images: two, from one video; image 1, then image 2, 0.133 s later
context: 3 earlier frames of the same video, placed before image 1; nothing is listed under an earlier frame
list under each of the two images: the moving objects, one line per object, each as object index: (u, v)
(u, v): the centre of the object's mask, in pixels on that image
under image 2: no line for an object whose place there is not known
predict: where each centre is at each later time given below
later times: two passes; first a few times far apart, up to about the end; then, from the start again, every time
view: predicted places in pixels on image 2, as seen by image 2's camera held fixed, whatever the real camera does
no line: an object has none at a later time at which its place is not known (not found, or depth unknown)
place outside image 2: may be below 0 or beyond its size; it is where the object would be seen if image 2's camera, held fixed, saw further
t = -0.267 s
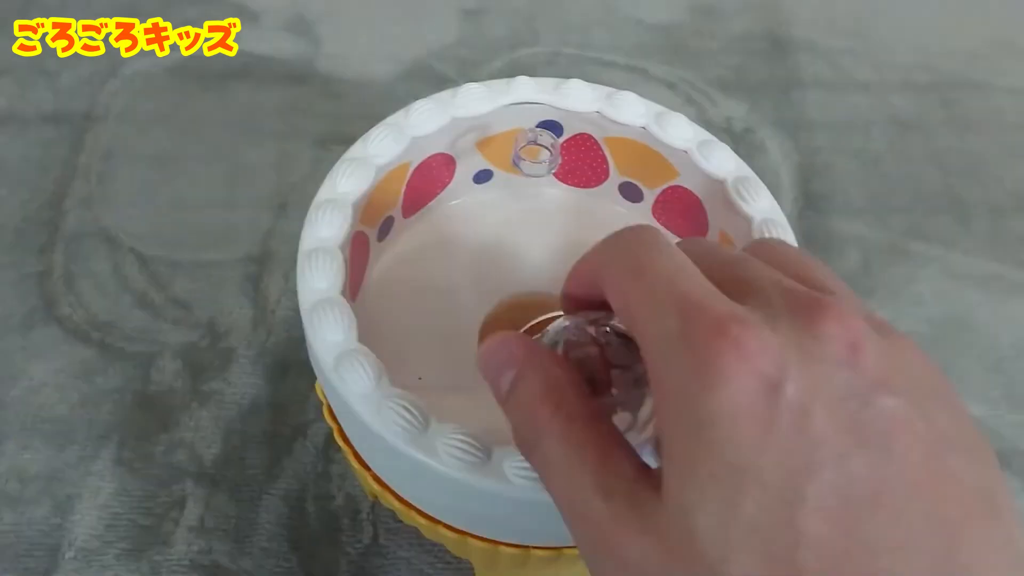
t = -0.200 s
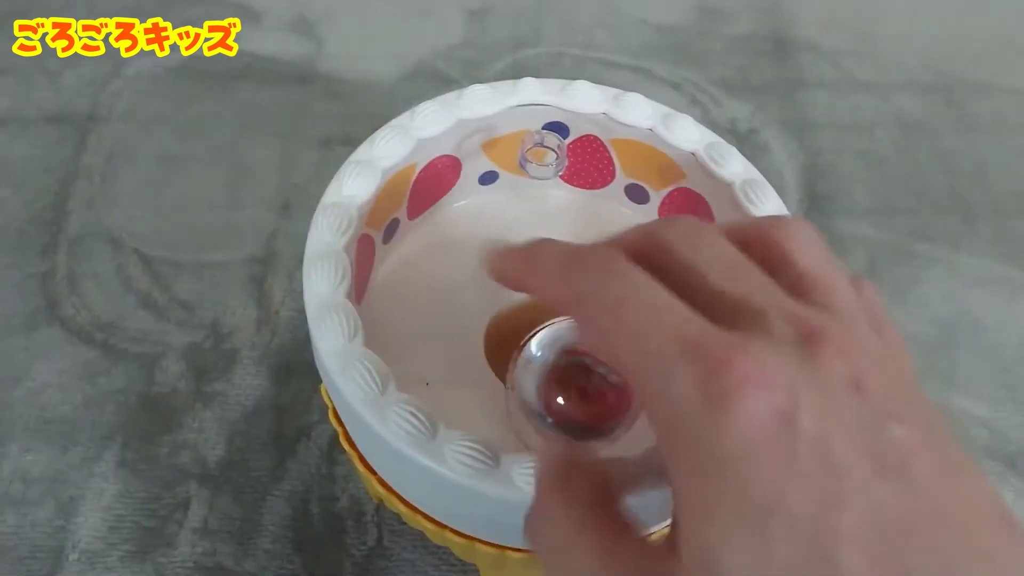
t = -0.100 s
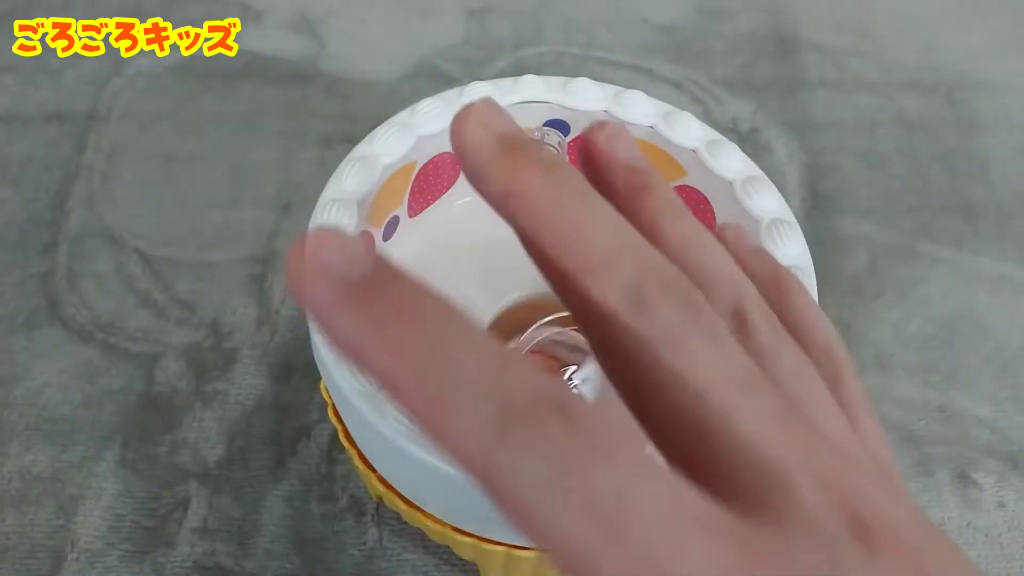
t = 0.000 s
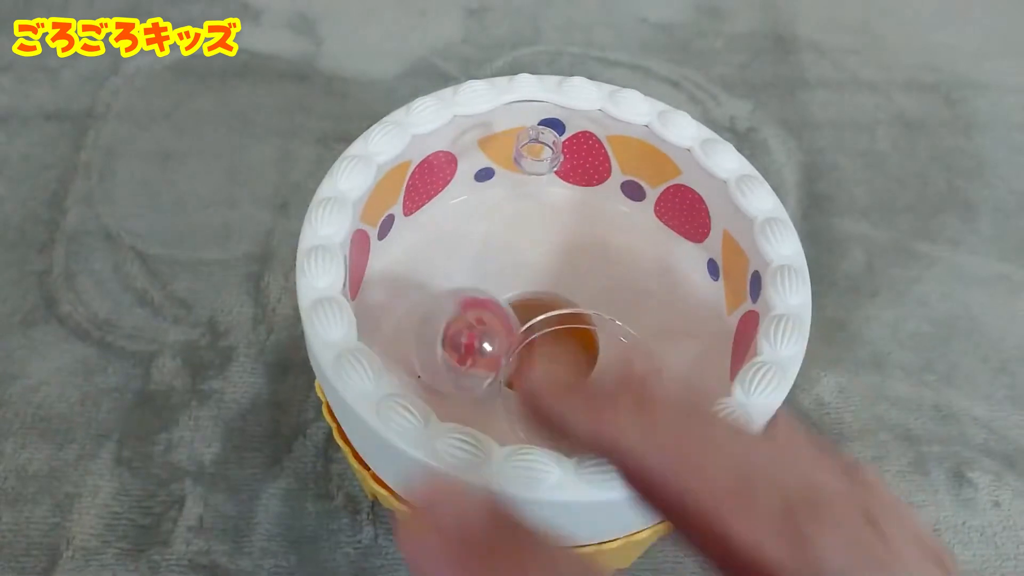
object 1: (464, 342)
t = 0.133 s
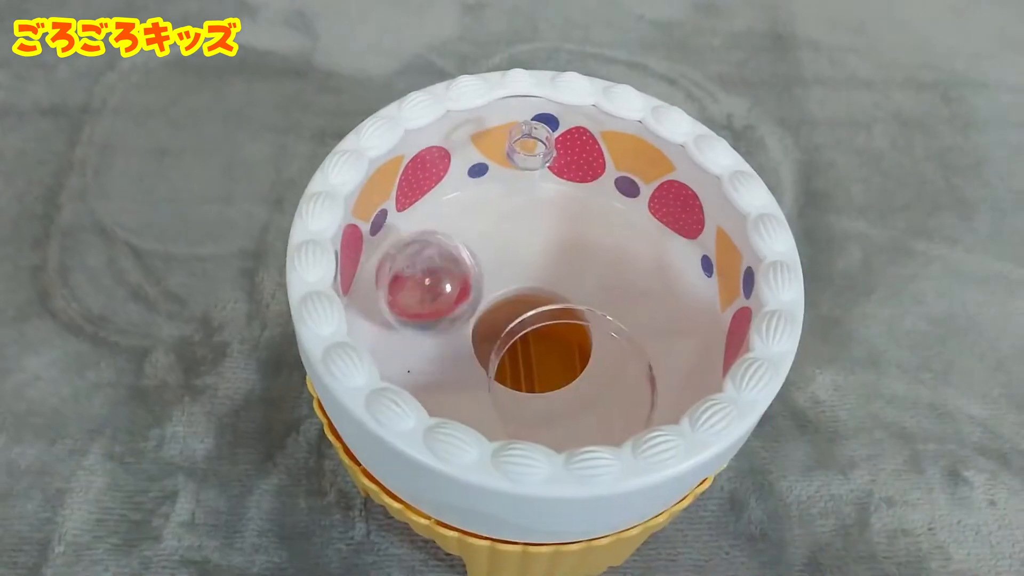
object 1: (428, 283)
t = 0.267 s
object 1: (469, 243)
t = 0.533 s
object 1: (629, 240)
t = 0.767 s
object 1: (635, 336)
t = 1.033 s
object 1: (510, 367)
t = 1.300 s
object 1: (439, 298)
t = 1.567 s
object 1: (531, 226)
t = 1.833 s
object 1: (629, 276)
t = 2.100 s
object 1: (614, 367)
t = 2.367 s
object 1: (530, 347)
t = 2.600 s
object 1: (602, 300)
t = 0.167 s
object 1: (428, 271)
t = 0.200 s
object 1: (434, 260)
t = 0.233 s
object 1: (453, 251)
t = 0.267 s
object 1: (469, 243)
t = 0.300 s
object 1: (487, 237)
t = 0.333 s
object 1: (508, 234)
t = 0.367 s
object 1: (526, 236)
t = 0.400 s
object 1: (548, 234)
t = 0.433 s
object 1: (572, 224)
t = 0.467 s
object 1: (594, 226)
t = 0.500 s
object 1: (613, 237)
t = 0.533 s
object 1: (629, 240)
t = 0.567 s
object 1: (643, 253)
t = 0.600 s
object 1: (663, 267)
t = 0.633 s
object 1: (667, 275)
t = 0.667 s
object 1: (670, 292)
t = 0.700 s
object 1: (657, 304)
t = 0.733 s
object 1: (651, 318)
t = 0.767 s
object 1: (635, 336)
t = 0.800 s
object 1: (619, 348)
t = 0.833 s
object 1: (608, 358)
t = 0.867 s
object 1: (591, 361)
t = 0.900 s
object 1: (567, 358)
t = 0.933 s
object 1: (545, 364)
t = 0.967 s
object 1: (532, 369)
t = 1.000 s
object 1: (522, 368)
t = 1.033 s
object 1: (510, 367)
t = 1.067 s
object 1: (491, 361)
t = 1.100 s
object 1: (472, 354)
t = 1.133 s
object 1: (456, 347)
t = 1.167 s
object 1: (447, 346)
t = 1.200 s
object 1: (447, 334)
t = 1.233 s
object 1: (442, 322)
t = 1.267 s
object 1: (441, 309)
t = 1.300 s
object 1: (439, 298)
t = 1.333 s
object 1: (443, 285)
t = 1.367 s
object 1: (452, 276)
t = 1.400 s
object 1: (467, 271)
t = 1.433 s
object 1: (484, 262)
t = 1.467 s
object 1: (498, 250)
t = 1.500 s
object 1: (510, 241)
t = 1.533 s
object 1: (520, 231)
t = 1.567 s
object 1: (531, 226)
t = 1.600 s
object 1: (551, 224)
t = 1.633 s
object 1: (572, 226)
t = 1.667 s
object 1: (585, 224)
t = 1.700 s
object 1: (600, 231)
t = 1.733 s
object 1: (615, 241)
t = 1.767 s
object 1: (625, 248)
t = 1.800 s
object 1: (625, 263)
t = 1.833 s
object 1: (629, 276)
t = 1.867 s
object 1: (628, 288)
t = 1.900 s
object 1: (627, 311)
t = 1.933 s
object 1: (628, 319)
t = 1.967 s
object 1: (625, 330)
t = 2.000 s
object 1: (621, 336)
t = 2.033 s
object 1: (620, 351)
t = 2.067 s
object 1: (621, 359)
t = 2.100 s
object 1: (614, 367)
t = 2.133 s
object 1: (608, 377)
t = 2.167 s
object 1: (598, 366)
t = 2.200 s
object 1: (593, 375)
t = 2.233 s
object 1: (589, 370)
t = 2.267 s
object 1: (568, 361)
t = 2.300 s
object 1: (553, 360)
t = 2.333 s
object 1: (537, 355)
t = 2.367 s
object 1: (530, 347)
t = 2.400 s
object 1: (513, 334)
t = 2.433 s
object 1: (516, 311)
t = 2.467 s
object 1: (545, 296)
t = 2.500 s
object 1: (567, 295)
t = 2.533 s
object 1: (583, 294)
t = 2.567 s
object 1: (592, 295)
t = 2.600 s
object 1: (602, 300)
